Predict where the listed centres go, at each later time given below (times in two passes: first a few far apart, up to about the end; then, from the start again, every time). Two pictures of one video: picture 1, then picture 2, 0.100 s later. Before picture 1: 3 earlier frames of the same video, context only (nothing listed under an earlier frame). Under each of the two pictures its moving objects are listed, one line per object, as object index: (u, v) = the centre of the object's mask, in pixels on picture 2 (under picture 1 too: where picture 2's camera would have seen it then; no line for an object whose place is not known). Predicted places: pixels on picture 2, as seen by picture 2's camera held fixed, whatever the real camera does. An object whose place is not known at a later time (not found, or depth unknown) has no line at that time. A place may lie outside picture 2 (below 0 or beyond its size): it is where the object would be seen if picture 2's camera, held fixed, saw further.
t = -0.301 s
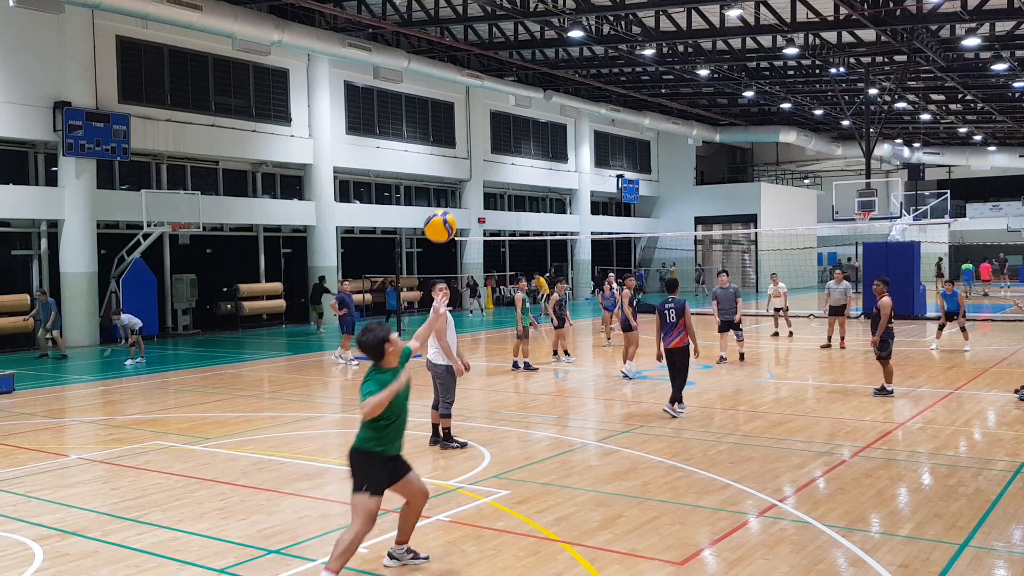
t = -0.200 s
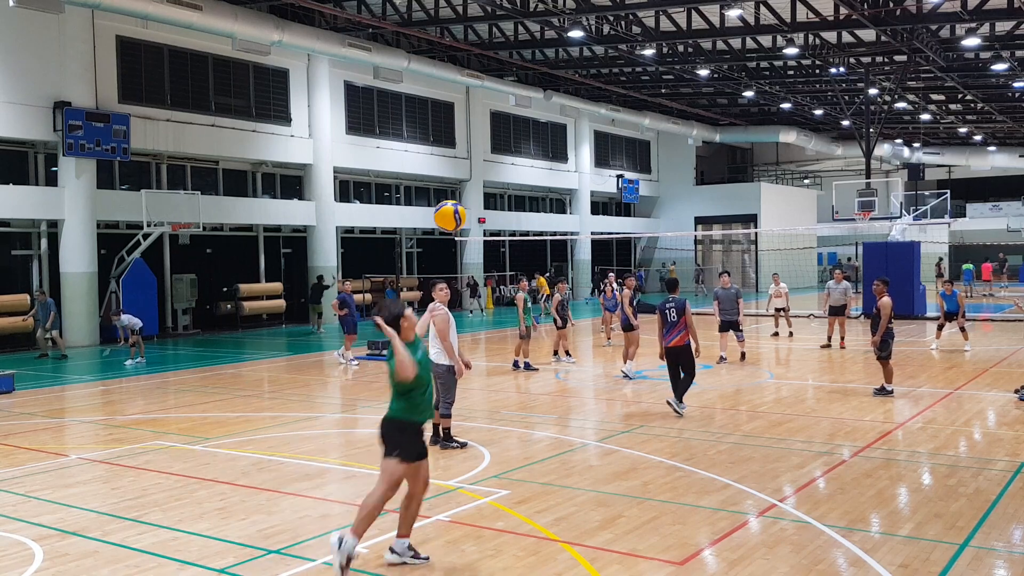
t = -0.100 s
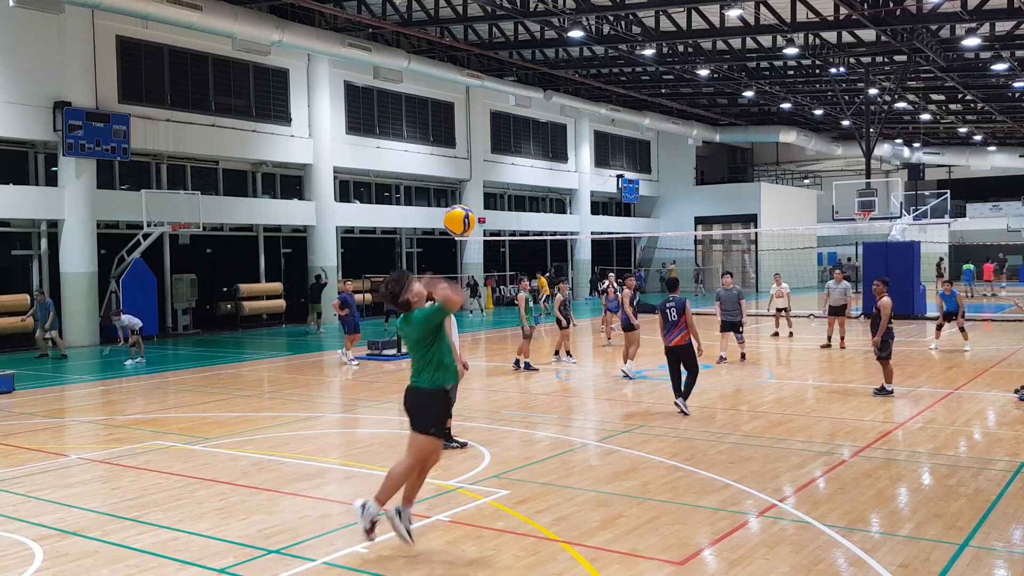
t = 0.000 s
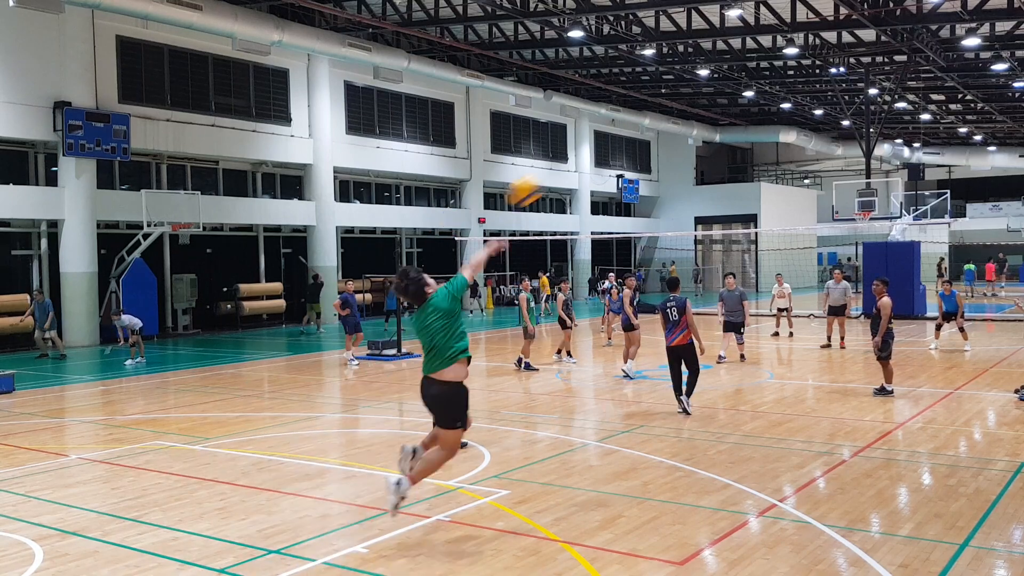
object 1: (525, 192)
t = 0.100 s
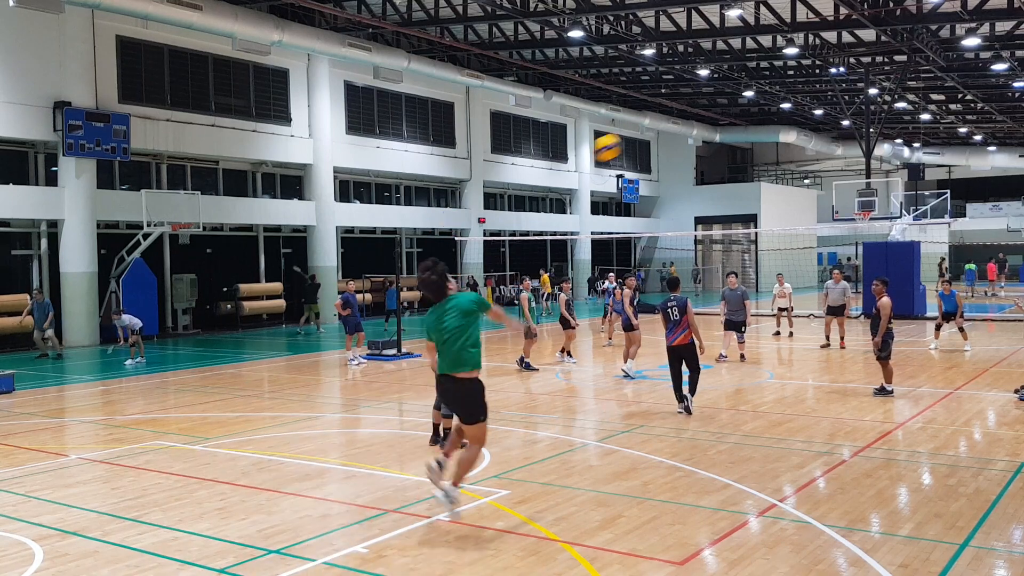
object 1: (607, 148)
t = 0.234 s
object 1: (683, 122)
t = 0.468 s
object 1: (765, 126)
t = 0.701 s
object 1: (813, 164)
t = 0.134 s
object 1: (628, 139)
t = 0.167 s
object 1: (648, 132)
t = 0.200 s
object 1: (668, 126)
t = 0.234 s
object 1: (683, 122)
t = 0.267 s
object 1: (698, 120)
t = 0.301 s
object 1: (712, 119)
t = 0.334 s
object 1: (724, 118)
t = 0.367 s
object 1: (735, 119)
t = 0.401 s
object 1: (745, 120)
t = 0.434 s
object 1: (755, 123)
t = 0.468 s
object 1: (765, 126)
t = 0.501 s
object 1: (773, 130)
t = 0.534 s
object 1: (781, 134)
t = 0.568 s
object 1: (789, 139)
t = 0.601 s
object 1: (796, 145)
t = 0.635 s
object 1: (802, 151)
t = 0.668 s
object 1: (808, 157)
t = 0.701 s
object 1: (813, 164)
